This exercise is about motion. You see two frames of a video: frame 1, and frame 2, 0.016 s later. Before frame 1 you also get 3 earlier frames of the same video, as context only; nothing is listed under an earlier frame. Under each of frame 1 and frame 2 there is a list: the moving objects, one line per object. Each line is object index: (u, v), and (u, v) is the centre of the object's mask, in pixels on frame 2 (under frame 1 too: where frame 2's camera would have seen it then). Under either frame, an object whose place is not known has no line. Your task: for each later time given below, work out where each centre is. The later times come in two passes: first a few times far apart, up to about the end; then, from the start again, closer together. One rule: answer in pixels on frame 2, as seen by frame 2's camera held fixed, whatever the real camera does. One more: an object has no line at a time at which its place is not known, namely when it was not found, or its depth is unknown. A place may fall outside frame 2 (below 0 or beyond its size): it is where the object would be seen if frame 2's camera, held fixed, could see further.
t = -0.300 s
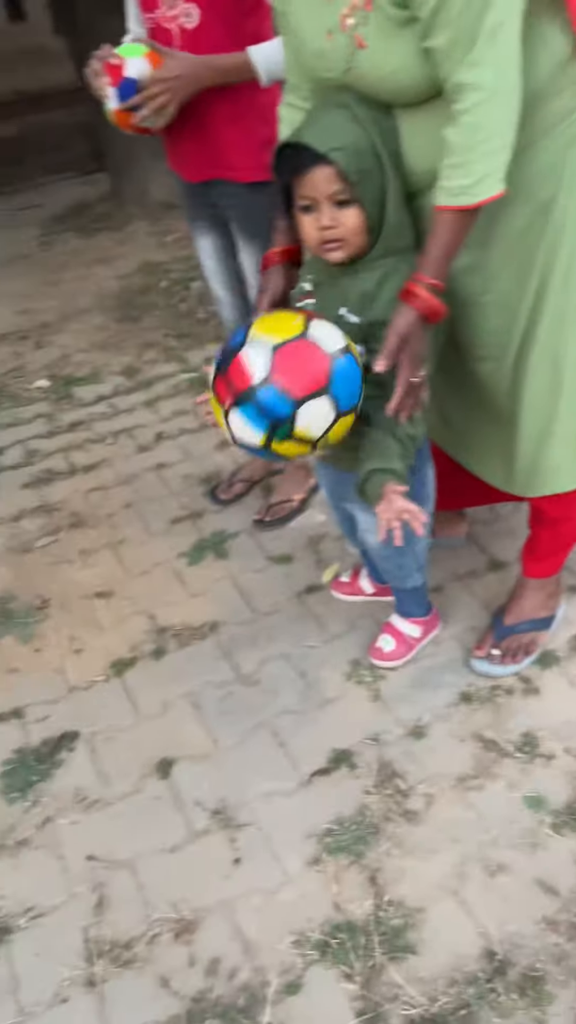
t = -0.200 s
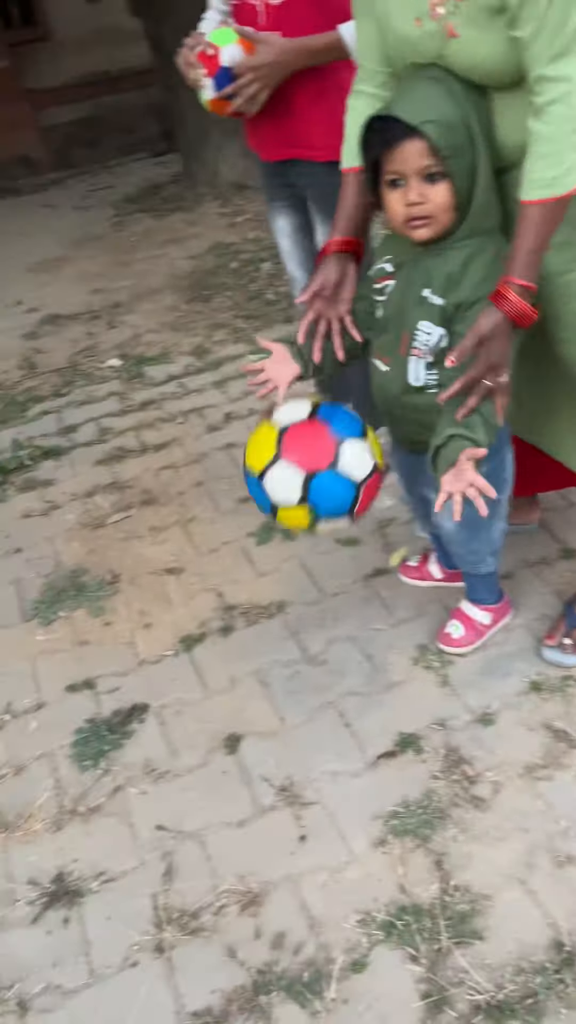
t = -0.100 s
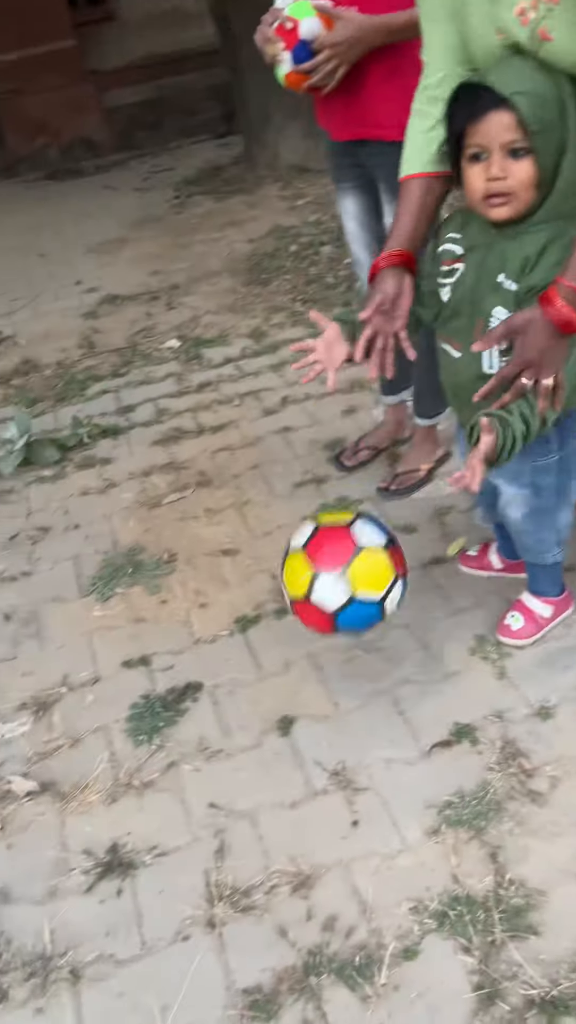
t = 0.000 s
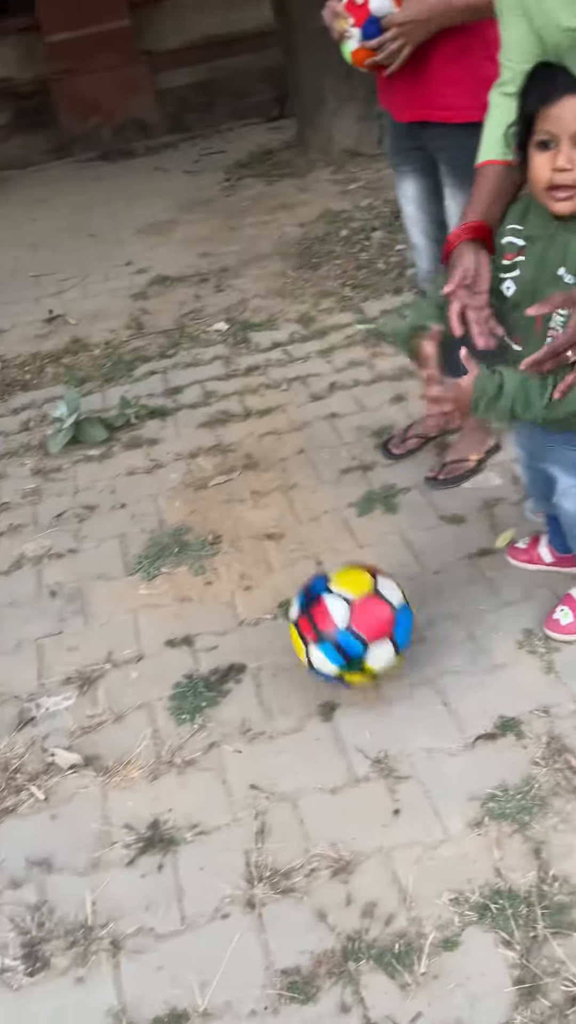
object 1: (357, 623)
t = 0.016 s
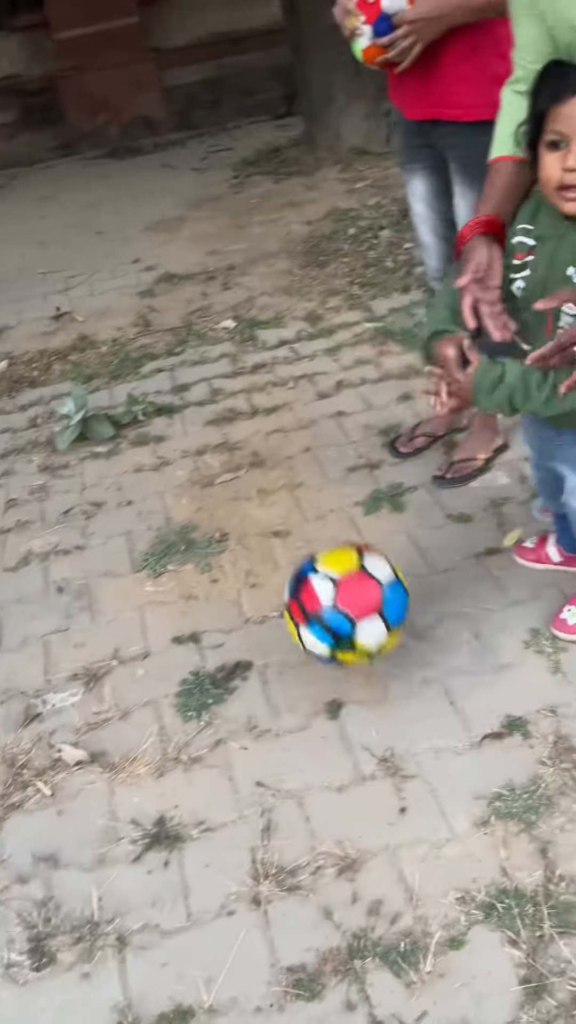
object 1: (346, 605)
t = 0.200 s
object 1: (236, 473)
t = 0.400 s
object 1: (157, 498)
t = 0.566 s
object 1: (150, 626)
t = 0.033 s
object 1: (335, 588)
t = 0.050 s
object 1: (324, 572)
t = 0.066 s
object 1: (314, 557)
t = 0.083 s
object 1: (303, 543)
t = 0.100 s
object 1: (293, 529)
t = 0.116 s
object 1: (283, 517)
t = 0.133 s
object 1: (273, 506)
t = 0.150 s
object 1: (263, 496)
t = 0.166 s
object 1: (254, 487)
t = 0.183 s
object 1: (245, 480)
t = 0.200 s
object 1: (236, 473)
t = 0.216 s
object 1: (227, 468)
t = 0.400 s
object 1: (157, 498)
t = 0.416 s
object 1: (153, 508)
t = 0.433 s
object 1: (151, 518)
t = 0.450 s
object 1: (146, 529)
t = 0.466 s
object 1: (142, 541)
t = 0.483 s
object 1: (138, 554)
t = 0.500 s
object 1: (135, 569)
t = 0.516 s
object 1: (133, 584)
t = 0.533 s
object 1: (137, 598)
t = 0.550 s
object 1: (144, 611)
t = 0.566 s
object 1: (150, 626)
